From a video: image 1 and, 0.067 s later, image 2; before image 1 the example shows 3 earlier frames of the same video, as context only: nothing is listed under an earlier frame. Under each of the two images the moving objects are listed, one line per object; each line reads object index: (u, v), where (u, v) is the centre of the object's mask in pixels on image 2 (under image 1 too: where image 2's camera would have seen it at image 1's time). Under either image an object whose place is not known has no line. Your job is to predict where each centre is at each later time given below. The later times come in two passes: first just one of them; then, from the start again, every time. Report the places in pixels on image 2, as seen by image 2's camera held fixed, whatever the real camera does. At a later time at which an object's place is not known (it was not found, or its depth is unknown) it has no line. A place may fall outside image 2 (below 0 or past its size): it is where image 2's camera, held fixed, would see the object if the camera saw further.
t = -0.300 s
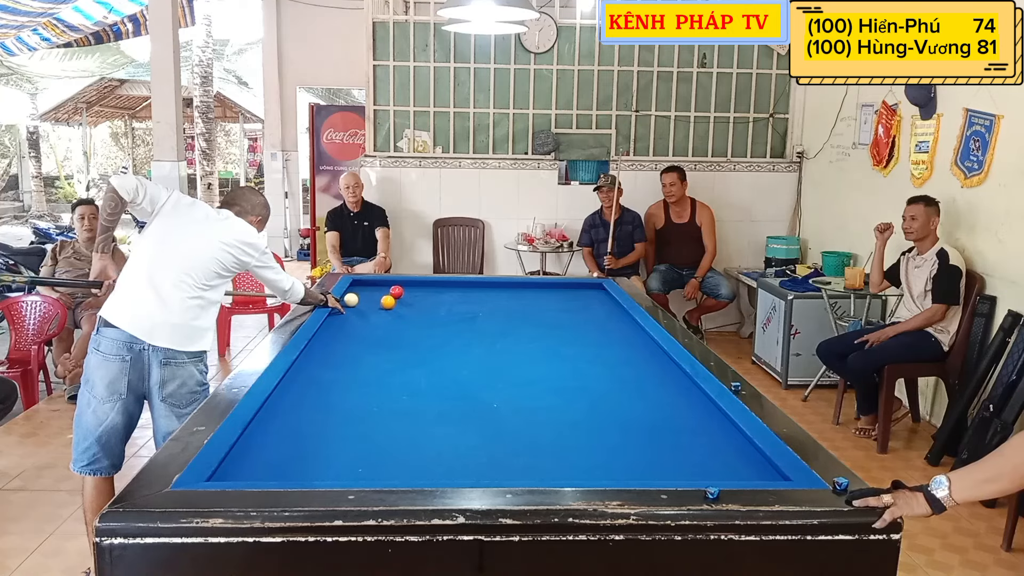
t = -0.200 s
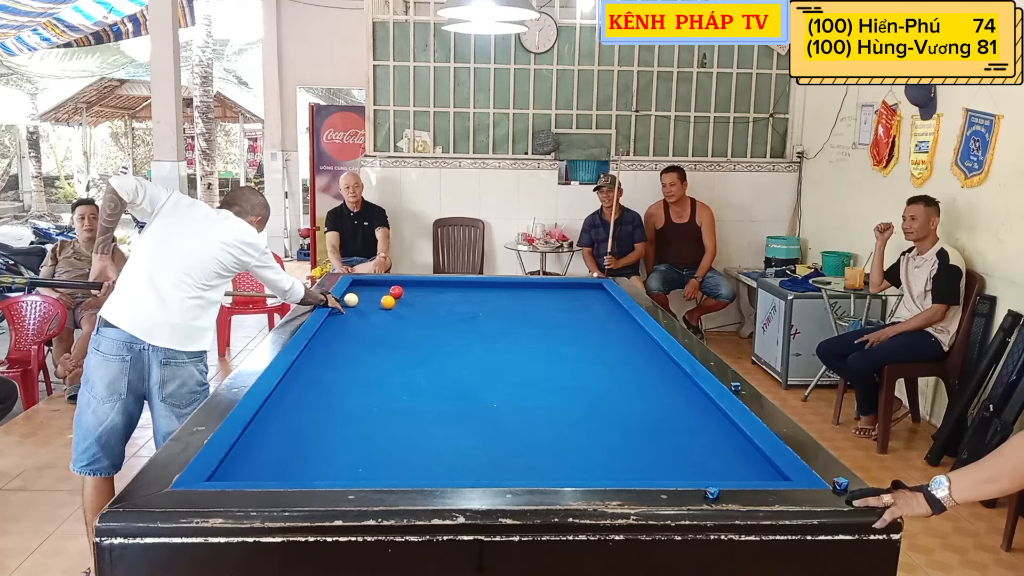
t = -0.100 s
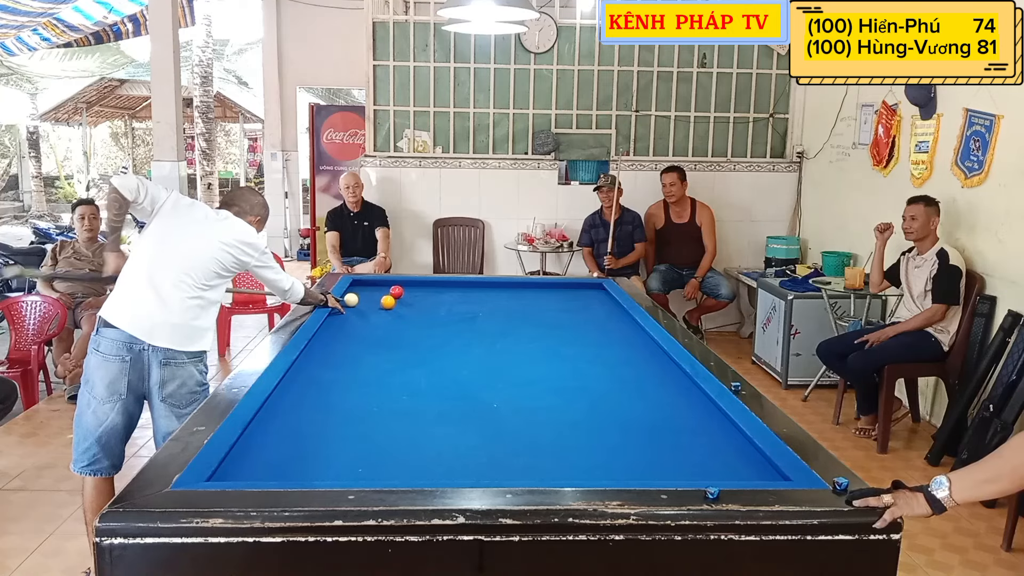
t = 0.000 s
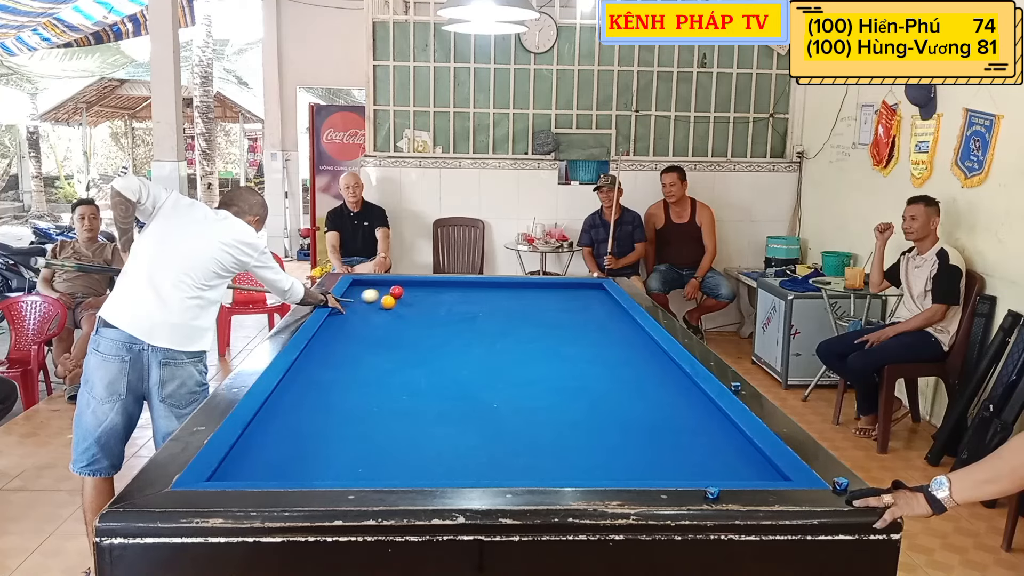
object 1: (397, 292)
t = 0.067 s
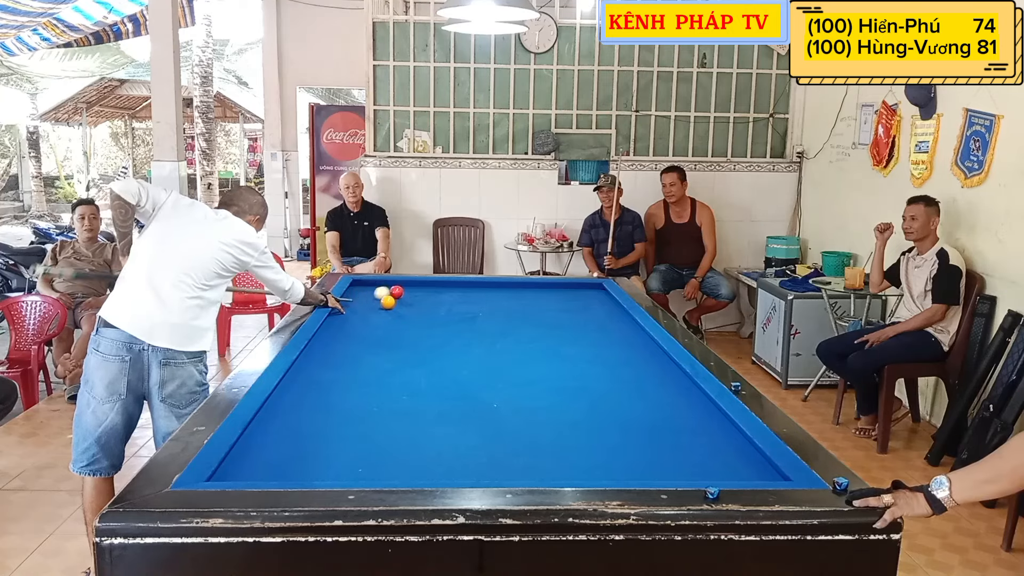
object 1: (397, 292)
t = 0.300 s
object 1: (432, 290)
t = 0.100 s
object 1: (401, 291)
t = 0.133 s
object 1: (408, 291)
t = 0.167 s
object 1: (414, 291)
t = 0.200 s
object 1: (419, 290)
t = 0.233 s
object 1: (424, 290)
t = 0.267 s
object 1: (428, 290)
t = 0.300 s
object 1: (432, 290)
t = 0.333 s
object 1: (437, 290)
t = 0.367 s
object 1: (441, 289)
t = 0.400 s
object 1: (445, 289)
